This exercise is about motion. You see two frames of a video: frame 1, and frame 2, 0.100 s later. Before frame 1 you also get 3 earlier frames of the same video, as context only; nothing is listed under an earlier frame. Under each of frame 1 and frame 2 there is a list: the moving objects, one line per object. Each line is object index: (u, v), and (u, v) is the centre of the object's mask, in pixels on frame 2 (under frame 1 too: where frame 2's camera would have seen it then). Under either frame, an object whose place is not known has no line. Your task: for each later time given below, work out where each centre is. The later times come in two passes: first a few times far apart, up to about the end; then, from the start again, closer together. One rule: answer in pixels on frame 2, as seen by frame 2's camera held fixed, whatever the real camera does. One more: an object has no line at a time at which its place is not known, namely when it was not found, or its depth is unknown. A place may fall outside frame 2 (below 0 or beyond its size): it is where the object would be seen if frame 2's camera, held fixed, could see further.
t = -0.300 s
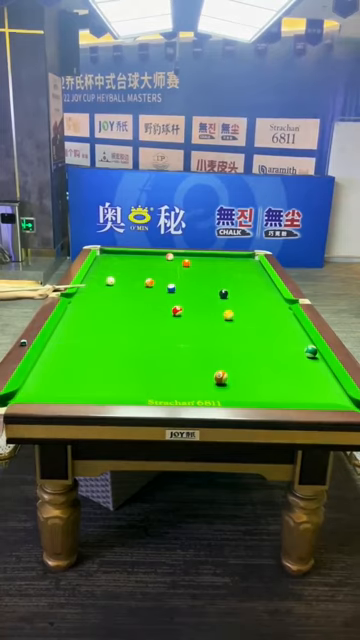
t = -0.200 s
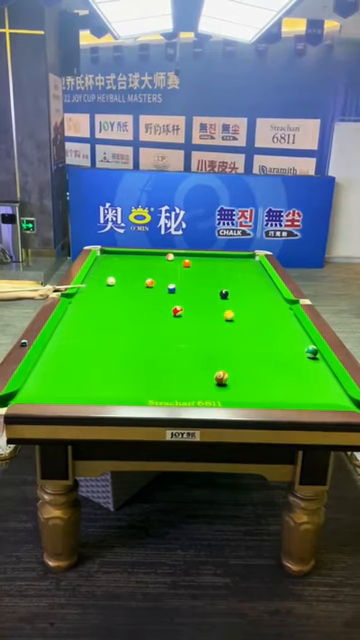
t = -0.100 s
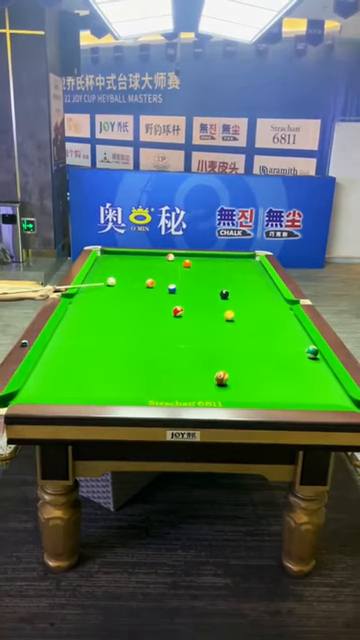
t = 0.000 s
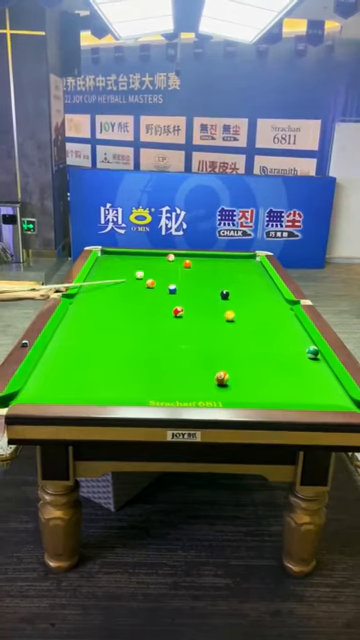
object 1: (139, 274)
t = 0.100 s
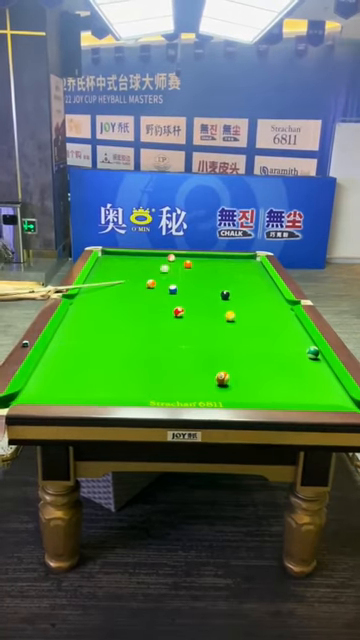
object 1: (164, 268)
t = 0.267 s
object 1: (177, 263)
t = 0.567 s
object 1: (164, 259)
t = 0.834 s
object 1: (154, 256)
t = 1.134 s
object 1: (142, 254)
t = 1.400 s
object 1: (130, 255)
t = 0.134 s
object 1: (171, 267)
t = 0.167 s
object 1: (178, 265)
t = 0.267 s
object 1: (177, 263)
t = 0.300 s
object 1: (175, 263)
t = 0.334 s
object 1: (175, 262)
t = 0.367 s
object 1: (173, 262)
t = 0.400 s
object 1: (171, 262)
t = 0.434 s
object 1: (170, 262)
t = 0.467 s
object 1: (168, 261)
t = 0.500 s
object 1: (166, 260)
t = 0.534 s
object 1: (165, 260)
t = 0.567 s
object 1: (164, 259)
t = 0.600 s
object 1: (163, 258)
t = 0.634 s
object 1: (162, 258)
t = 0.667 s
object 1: (160, 258)
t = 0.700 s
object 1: (159, 257)
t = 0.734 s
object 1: (158, 257)
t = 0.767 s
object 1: (156, 257)
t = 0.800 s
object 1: (155, 256)
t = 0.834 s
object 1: (154, 256)
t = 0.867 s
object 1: (153, 256)
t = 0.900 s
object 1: (151, 255)
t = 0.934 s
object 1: (150, 255)
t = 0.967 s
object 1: (149, 255)
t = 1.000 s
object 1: (148, 254)
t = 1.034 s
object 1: (146, 254)
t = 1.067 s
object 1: (145, 254)
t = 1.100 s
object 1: (144, 254)
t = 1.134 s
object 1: (142, 254)
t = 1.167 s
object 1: (141, 254)
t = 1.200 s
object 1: (139, 254)
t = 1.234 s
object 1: (138, 254)
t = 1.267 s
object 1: (136, 254)
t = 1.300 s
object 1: (135, 254)
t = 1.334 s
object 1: (133, 255)
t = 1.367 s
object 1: (132, 255)
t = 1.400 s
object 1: (130, 255)
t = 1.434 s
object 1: (129, 256)
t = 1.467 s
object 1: (127, 256)
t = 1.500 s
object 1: (126, 256)
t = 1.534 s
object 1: (125, 256)
